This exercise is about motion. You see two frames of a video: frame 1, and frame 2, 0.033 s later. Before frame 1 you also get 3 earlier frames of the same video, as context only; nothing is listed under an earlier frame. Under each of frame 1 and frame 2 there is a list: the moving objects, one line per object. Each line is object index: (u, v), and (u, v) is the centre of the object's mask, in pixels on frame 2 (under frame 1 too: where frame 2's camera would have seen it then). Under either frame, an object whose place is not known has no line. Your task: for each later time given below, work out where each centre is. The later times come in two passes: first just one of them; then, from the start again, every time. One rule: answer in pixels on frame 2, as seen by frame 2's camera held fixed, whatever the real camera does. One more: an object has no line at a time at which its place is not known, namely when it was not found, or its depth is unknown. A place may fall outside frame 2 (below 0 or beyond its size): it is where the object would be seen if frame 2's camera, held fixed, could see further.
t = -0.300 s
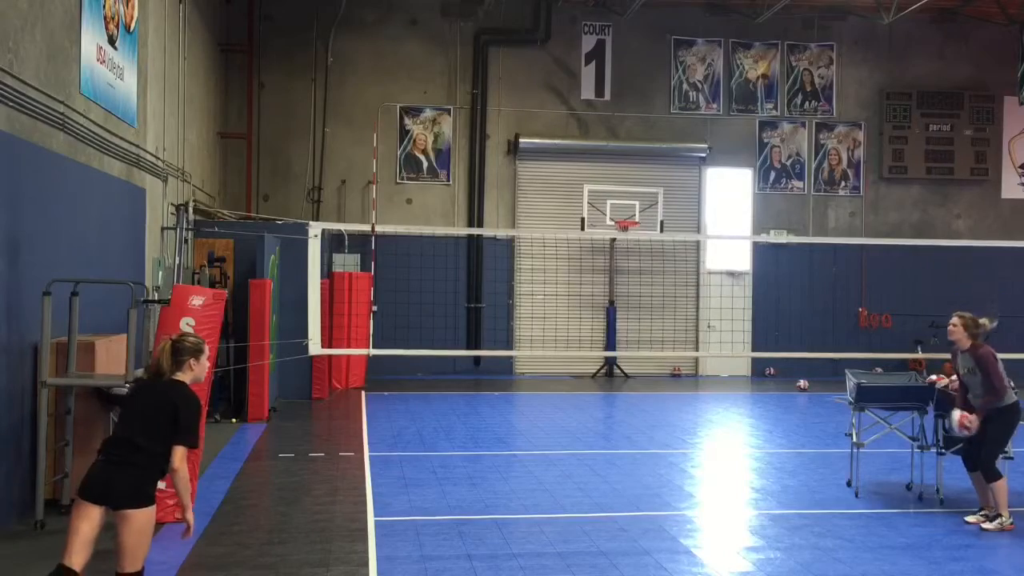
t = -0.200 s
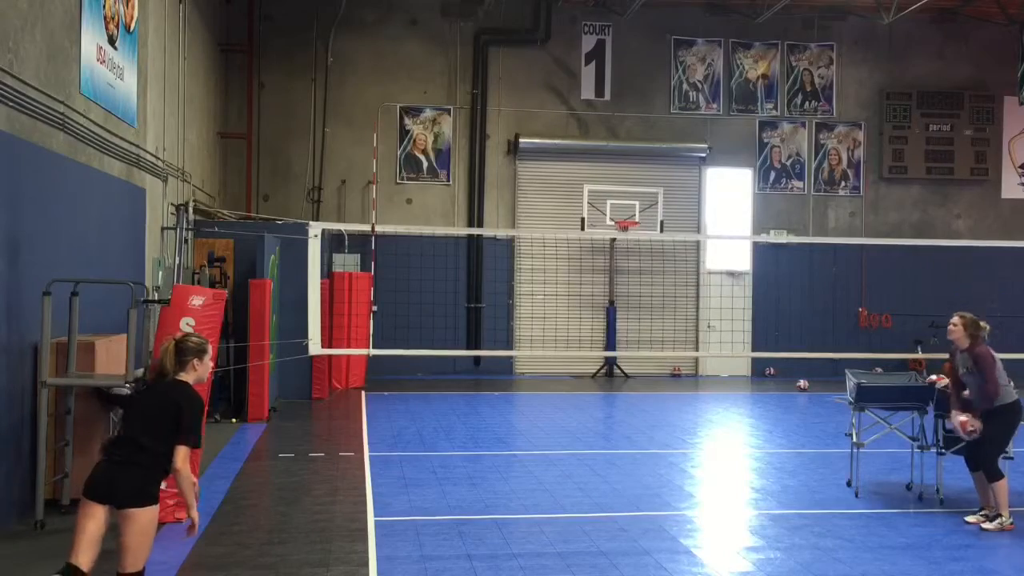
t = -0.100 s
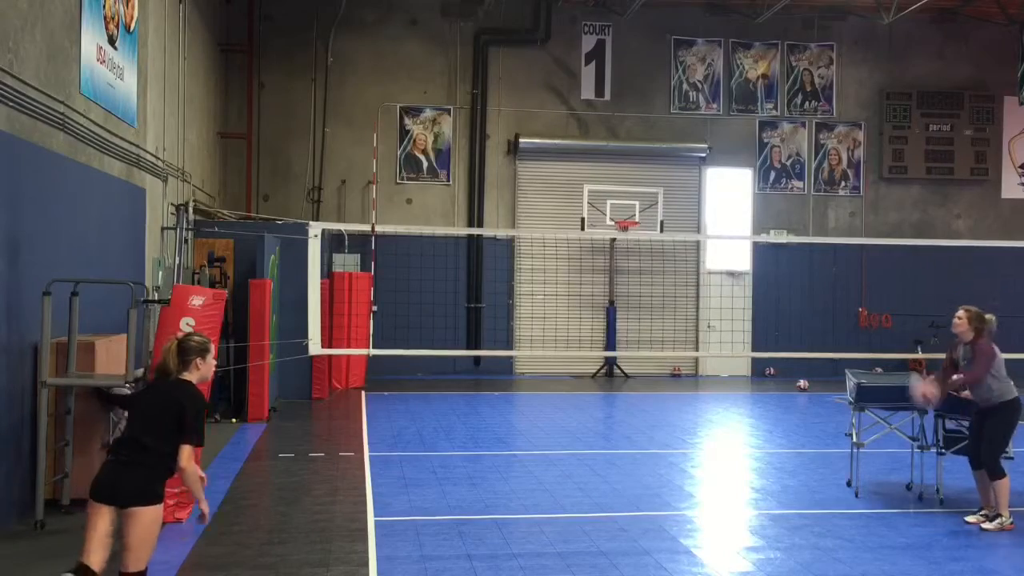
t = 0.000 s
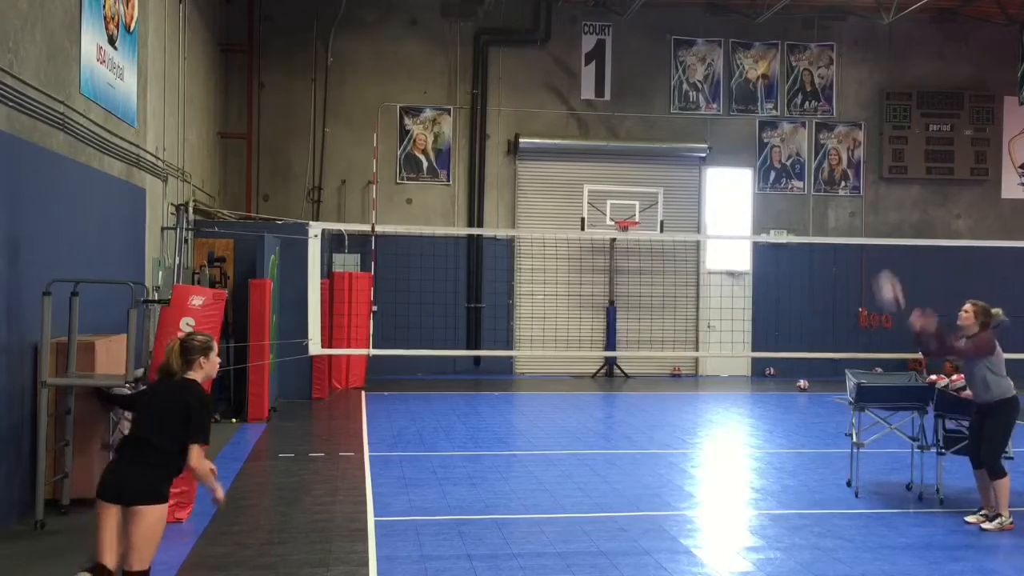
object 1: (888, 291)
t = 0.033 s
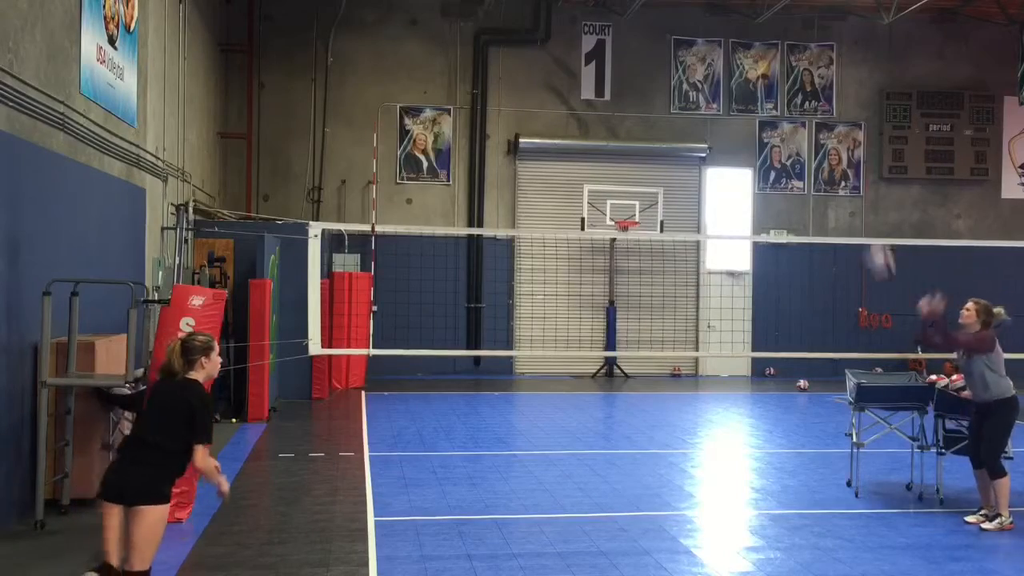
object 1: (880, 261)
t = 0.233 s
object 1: (822, 86)
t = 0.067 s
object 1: (872, 222)
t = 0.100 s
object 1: (862, 191)
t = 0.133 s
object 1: (858, 168)
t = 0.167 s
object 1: (841, 136)
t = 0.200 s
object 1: (831, 112)
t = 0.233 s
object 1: (822, 86)
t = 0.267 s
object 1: (809, 60)
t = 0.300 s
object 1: (802, 39)
